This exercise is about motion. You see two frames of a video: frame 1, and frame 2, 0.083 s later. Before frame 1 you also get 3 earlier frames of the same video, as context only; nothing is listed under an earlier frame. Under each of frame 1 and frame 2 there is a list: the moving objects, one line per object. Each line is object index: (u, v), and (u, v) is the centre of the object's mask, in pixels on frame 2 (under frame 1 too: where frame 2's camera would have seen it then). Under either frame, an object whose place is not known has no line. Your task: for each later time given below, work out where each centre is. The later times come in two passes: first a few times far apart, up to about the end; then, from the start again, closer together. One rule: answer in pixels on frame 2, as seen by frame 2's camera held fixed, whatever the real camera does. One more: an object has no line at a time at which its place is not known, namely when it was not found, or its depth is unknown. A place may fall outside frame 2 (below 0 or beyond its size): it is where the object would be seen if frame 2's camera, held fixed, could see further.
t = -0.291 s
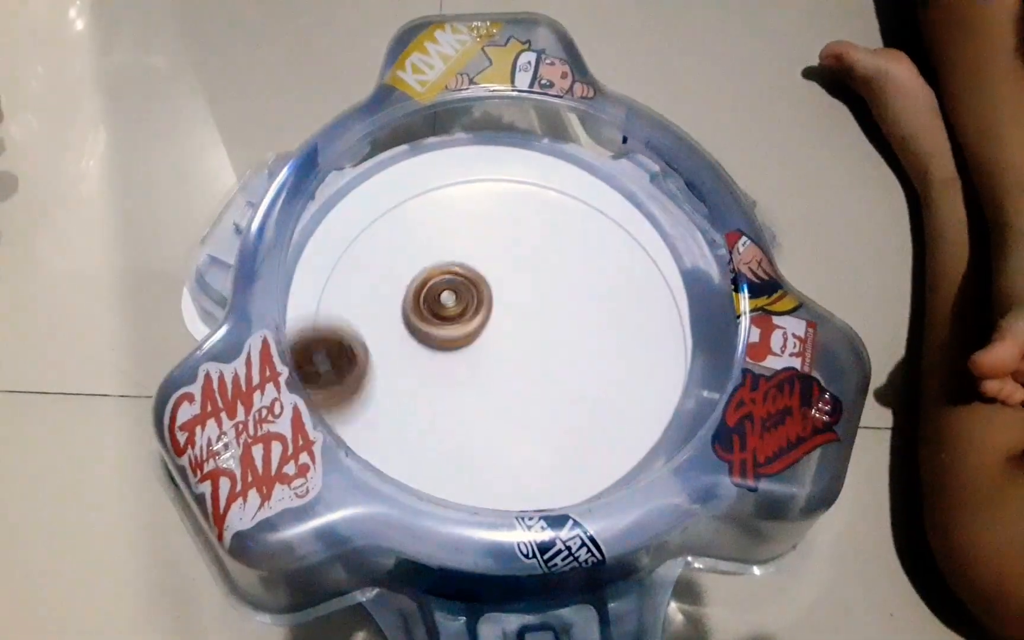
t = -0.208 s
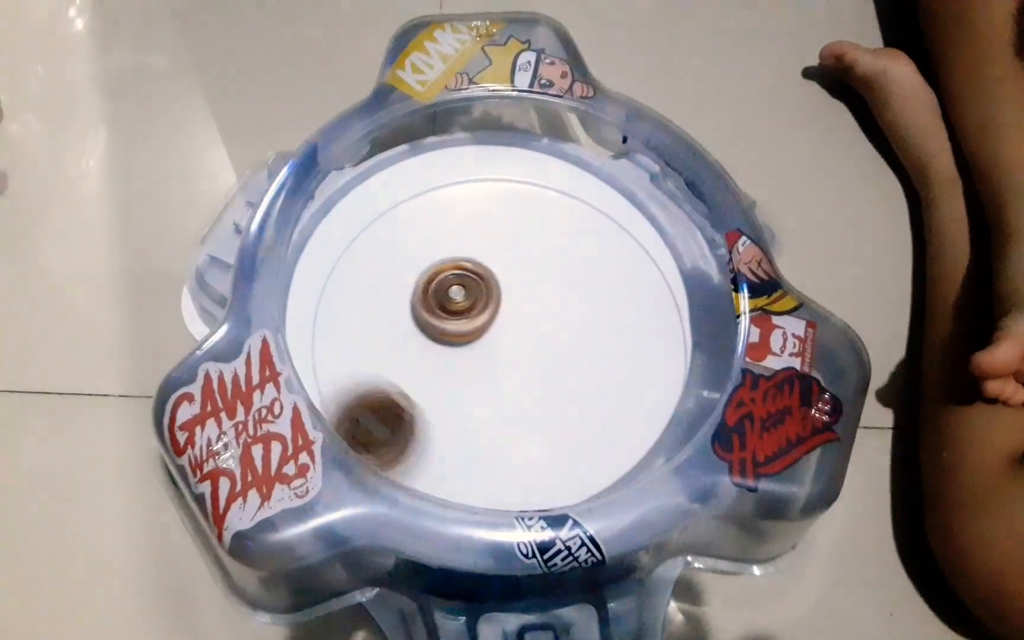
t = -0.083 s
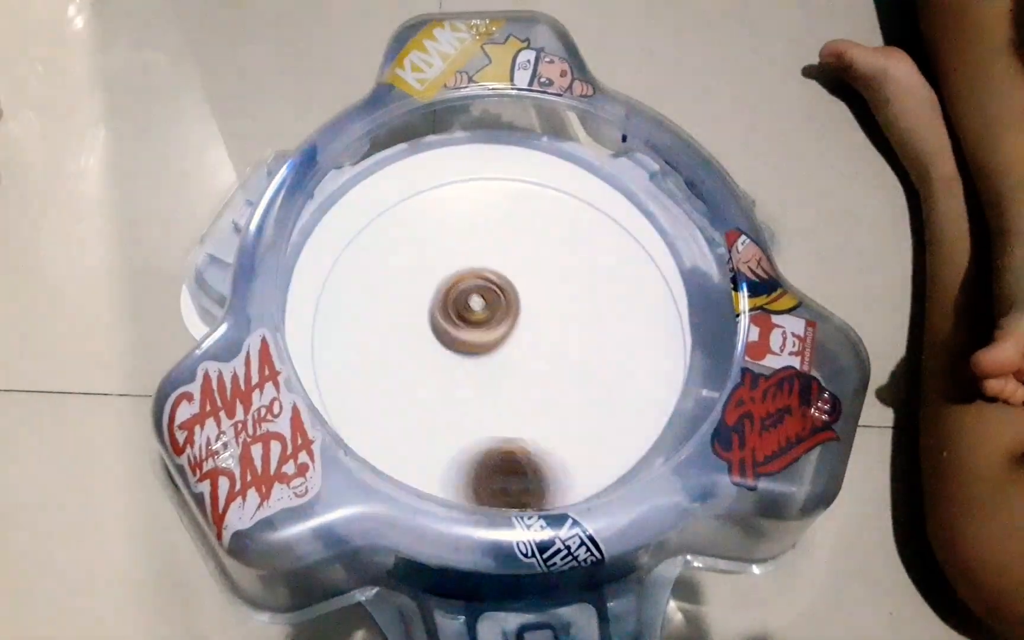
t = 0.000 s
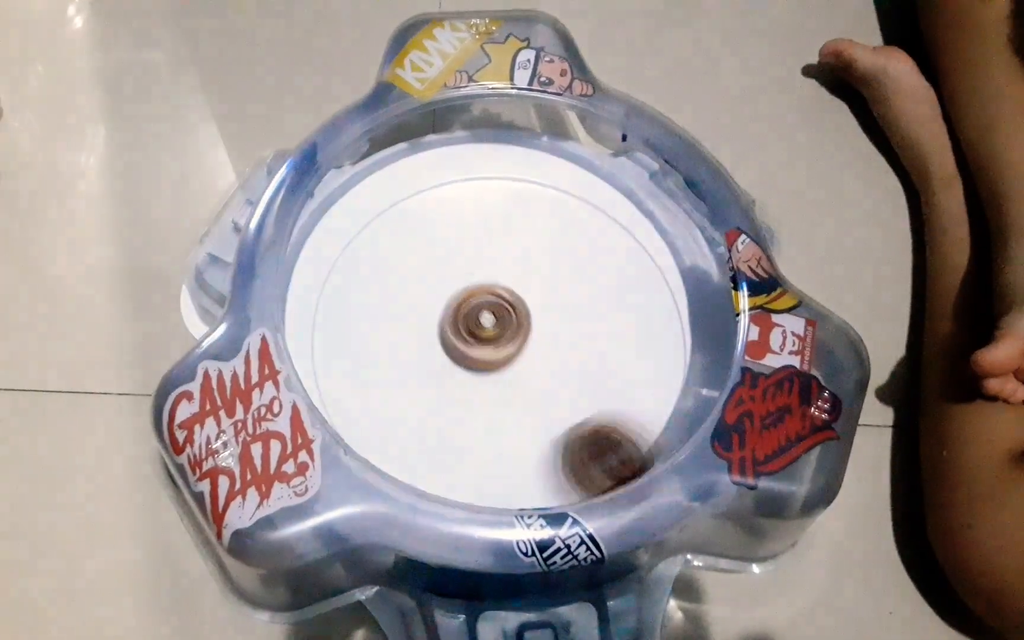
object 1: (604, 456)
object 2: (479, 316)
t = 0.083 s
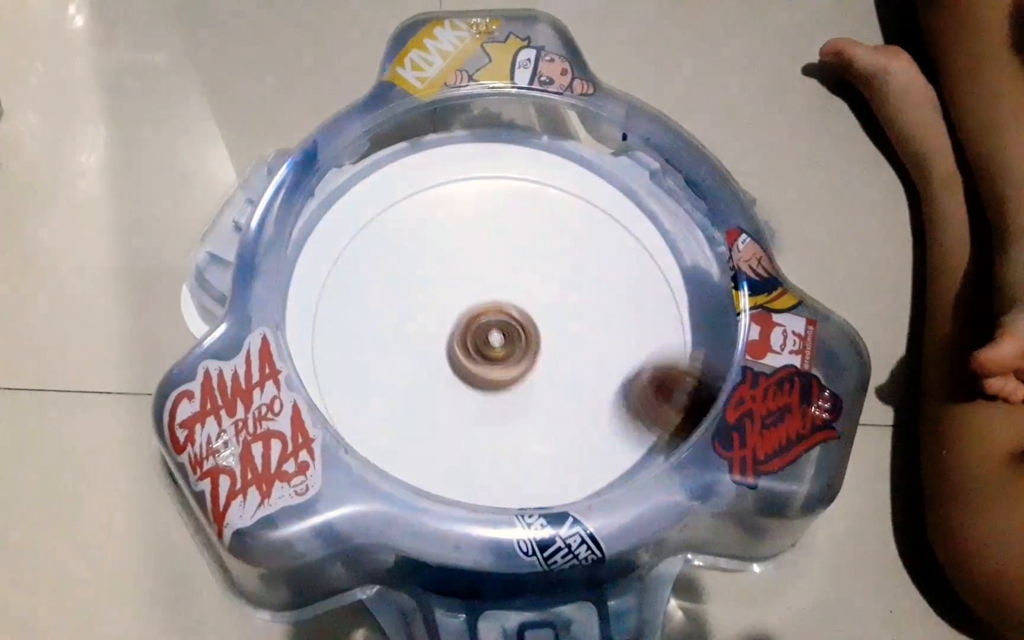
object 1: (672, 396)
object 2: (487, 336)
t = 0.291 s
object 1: (602, 203)
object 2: (494, 368)
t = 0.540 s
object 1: (337, 276)
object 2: (495, 350)
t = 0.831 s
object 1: (579, 477)
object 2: (471, 310)
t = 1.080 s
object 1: (635, 234)
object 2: (458, 311)
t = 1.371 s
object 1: (329, 286)
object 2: (482, 330)
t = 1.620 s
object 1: (524, 487)
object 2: (505, 318)
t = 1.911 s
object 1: (642, 243)
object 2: (487, 286)
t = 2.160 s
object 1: (378, 209)
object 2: (473, 299)
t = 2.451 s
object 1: (469, 482)
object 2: (501, 327)
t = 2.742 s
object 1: (674, 301)
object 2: (525, 291)
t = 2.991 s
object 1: (458, 172)
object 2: (491, 287)
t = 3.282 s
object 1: (375, 432)
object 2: (489, 344)
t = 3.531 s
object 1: (646, 432)
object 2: (545, 349)
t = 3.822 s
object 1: (574, 187)
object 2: (542, 304)
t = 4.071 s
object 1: (338, 265)
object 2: (489, 316)
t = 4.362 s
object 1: (508, 487)
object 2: (480, 371)
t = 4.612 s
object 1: (686, 340)
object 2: (519, 362)
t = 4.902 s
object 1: (473, 175)
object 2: (510, 310)
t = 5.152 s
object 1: (327, 353)
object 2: (456, 307)
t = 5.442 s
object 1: (586, 473)
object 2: (463, 342)
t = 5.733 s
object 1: (642, 244)
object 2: (508, 335)
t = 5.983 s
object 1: (424, 187)
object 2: (493, 294)
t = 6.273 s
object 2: (465, 304)
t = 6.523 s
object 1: (610, 459)
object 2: (490, 338)
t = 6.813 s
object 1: (628, 228)
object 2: (520, 313)
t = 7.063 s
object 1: (411, 193)
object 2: (494, 307)
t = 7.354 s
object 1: (372, 424)
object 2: (495, 334)
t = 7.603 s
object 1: (604, 457)
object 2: (505, 337)
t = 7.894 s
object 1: (640, 238)
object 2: (494, 324)
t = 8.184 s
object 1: (403, 204)
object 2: (492, 320)
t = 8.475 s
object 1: (382, 427)
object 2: (495, 320)
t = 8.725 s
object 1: (603, 462)
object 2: (493, 325)
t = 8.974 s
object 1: (663, 288)
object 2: (492, 331)
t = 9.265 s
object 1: (458, 195)
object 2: (492, 326)
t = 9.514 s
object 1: (337, 335)
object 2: (492, 320)
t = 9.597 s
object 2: (494, 320)
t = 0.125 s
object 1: (685, 360)
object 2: (490, 344)
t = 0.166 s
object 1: (683, 318)
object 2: (492, 352)
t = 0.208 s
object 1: (663, 274)
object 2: (492, 360)
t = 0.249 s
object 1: (640, 234)
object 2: (494, 364)
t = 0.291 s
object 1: (602, 203)
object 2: (494, 368)
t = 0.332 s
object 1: (556, 182)
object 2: (494, 371)
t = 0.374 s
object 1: (506, 169)
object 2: (495, 369)
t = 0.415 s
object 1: (455, 178)
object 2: (496, 366)
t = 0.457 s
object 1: (405, 196)
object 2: (496, 361)
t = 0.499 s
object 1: (363, 230)
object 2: (496, 356)
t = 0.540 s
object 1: (337, 276)
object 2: (495, 350)
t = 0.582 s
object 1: (324, 327)
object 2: (493, 343)
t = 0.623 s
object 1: (338, 380)
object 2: (490, 336)
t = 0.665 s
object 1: (369, 426)
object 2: (488, 329)
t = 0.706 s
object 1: (416, 463)
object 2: (484, 323)
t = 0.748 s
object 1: (470, 483)
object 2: (480, 318)
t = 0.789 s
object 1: (526, 488)
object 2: (476, 314)
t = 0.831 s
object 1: (579, 477)
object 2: (471, 310)
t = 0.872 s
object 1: (624, 452)
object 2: (467, 308)
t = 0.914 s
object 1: (661, 416)
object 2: (464, 307)
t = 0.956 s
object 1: (683, 370)
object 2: (461, 306)
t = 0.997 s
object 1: (685, 320)
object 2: (459, 307)
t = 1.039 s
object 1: (663, 274)
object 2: (458, 308)
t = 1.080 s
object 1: (635, 234)
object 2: (458, 311)
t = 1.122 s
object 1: (591, 201)
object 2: (459, 314)
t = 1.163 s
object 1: (544, 181)
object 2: (461, 317)
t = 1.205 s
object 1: (492, 175)
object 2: (463, 320)
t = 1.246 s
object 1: (440, 183)
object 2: (467, 324)
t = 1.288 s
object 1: (393, 204)
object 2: (472, 327)
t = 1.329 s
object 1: (353, 240)
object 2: (477, 329)
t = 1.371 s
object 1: (329, 286)
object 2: (482, 330)
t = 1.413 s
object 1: (323, 338)
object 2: (487, 331)
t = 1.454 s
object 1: (340, 389)
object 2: (493, 331)
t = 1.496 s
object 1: (371, 431)
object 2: (497, 329)
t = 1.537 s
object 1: (421, 466)
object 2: (502, 326)
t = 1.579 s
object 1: (470, 483)
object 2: (504, 323)
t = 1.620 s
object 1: (524, 487)
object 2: (505, 318)
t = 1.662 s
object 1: (576, 477)
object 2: (505, 313)
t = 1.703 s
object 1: (622, 453)
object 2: (504, 307)
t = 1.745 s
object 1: (657, 418)
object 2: (502, 302)
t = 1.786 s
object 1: (678, 380)
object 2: (498, 297)
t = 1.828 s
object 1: (680, 331)
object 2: (495, 292)
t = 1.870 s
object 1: (668, 285)
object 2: (491, 289)
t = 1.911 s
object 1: (642, 243)
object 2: (487, 286)
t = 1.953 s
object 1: (607, 212)
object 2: (484, 285)
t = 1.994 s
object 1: (564, 188)
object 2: (481, 285)
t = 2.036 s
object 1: (519, 173)
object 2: (478, 287)
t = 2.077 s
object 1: (468, 174)
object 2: (475, 290)
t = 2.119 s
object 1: (421, 186)
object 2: (472, 295)
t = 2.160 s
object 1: (378, 209)
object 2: (473, 299)
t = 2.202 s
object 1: (342, 247)
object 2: (474, 304)
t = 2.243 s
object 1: (324, 294)
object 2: (476, 310)
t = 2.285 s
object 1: (324, 344)
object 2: (480, 314)
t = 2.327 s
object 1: (340, 389)
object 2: (484, 320)
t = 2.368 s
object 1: (373, 432)
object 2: (490, 324)
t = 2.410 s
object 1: (421, 466)
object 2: (495, 327)
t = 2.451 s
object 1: (469, 482)
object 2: (501, 327)
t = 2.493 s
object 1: (521, 486)
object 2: (508, 326)
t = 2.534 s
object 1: (571, 478)
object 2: (514, 322)
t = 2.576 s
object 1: (614, 456)
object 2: (520, 317)
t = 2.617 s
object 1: (649, 426)
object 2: (524, 312)
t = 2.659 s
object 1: (673, 387)
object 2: (526, 305)
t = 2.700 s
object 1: (684, 346)
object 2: (526, 298)
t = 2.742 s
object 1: (674, 301)
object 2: (525, 291)
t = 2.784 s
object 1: (657, 263)
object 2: (522, 286)
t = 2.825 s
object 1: (629, 226)
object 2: (517, 283)
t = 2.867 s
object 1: (592, 197)
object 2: (511, 282)
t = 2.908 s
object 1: (550, 180)
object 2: (503, 282)
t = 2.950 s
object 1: (505, 170)
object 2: (497, 283)
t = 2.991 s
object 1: (458, 172)
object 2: (491, 287)
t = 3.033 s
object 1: (413, 188)
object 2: (484, 294)
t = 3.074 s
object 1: (371, 215)
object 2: (480, 300)
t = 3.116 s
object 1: (342, 252)
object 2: (476, 309)
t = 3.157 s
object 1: (325, 298)
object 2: (475, 319)
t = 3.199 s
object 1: (326, 348)
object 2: (478, 328)
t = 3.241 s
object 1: (345, 392)
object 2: (482, 337)
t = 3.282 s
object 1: (375, 432)
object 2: (489, 344)
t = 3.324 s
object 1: (417, 463)
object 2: (497, 351)
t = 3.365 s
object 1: (465, 480)
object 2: (507, 355)
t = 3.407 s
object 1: (516, 486)
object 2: (517, 357)
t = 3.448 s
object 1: (564, 481)
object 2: (528, 357)
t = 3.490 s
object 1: (608, 462)
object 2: (537, 353)
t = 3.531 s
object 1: (646, 432)
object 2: (545, 349)
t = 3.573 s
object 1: (668, 402)
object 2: (552, 343)
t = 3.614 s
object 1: (684, 359)
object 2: (556, 336)
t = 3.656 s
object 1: (686, 319)
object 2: (557, 329)
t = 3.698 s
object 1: (669, 279)
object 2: (558, 322)
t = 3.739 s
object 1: (645, 242)
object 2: (554, 315)
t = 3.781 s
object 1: (613, 210)
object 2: (549, 309)
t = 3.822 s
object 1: (574, 187)
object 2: (542, 304)
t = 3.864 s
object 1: (531, 176)
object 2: (534, 302)
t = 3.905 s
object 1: (486, 172)
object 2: (527, 301)
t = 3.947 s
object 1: (441, 180)
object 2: (517, 302)
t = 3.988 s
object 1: (400, 199)
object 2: (507, 305)
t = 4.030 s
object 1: (365, 228)
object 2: (498, 310)
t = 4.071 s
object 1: (338, 265)
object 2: (489, 316)
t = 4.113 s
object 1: (325, 308)
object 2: (482, 323)
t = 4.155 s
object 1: (328, 354)
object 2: (476, 331)
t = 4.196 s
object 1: (346, 394)
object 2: (473, 339)
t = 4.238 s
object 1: (375, 432)
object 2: (473, 348)
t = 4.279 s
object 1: (417, 461)
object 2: (474, 356)
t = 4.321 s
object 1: (460, 479)
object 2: (476, 365)
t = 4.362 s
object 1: (508, 487)
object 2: (480, 371)
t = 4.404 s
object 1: (553, 485)
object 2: (486, 376)
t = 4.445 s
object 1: (595, 470)
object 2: (492, 379)
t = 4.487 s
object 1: (630, 446)
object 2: (498, 378)
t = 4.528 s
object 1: (660, 414)
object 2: (507, 375)
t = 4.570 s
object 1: (680, 377)
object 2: (514, 370)
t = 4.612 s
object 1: (686, 340)
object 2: (519, 362)
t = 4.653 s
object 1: (678, 300)
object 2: (523, 353)
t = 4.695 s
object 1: (656, 262)
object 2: (523, 345)
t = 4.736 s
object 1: (629, 228)
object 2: (522, 336)
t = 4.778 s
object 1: (595, 203)
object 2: (522, 327)
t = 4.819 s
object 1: (558, 183)
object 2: (520, 320)
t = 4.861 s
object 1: (516, 174)
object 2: (516, 315)
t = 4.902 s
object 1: (473, 175)
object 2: (510, 310)
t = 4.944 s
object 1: (431, 184)
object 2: (501, 305)
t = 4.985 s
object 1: (392, 204)
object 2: (492, 303)
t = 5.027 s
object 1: (358, 228)
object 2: (482, 302)
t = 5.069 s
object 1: (333, 265)
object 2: (471, 303)
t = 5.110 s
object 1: (324, 308)
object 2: (462, 305)
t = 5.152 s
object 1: (327, 353)
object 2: (456, 307)
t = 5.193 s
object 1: (344, 391)
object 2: (450, 311)
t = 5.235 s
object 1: (372, 428)
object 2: (447, 316)
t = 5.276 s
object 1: (408, 457)
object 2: (447, 320)
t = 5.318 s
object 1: (452, 478)
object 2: (447, 326)
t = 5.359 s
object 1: (494, 485)
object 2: (450, 332)
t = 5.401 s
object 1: (542, 484)
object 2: (456, 337)
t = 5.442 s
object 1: (586, 473)
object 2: (463, 342)
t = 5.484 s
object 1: (622, 451)
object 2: (471, 346)
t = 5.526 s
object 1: (654, 421)
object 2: (480, 348)
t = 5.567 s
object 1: (672, 389)
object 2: (487, 350)
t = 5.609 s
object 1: (682, 352)
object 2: (494, 349)
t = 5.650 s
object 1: (678, 312)
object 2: (499, 347)
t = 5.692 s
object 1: (664, 277)
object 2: (504, 342)
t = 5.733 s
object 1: (642, 244)
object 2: (508, 335)
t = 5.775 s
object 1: (614, 215)
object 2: (510, 326)
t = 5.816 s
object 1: (580, 192)
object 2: (510, 319)
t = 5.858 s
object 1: (544, 178)
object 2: (507, 311)
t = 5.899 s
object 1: (505, 172)
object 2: (503, 304)
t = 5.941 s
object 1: (463, 177)
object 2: (498, 298)
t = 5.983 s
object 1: (424, 187)
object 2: (493, 294)
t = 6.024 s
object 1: (386, 205)
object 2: (486, 291)
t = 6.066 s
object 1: (353, 232)
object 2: (481, 289)
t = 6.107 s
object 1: (333, 268)
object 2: (476, 289)
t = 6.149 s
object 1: (324, 307)
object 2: (472, 291)
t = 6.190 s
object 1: (327, 349)
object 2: (469, 294)
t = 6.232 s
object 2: (467, 299)
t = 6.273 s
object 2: (465, 304)
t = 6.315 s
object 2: (466, 310)
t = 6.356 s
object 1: (445, 474)
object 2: (468, 316)
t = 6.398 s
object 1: (489, 484)
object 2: (472, 323)
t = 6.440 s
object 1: (531, 485)
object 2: (477, 329)
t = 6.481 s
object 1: (574, 475)
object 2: (483, 334)
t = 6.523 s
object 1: (610, 459)
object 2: (490, 338)
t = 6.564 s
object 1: (641, 432)
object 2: (498, 339)
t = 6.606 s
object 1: (662, 405)
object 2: (505, 337)
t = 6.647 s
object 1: (676, 371)
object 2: (512, 334)
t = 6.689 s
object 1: (677, 331)
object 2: (517, 329)
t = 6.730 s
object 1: (670, 296)
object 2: (520, 324)
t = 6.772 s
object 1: (650, 259)
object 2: (521, 318)
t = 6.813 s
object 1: (628, 228)
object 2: (520, 313)
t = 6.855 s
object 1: (599, 201)
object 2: (518, 308)
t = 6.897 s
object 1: (565, 183)
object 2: (514, 305)
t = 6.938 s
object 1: (527, 174)
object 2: (509, 304)
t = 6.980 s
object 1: (489, 173)
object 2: (503, 304)
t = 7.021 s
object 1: (449, 180)
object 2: (499, 304)
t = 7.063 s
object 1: (411, 193)
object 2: (494, 307)
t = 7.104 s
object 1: (376, 212)
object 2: (491, 309)
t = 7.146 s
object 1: (351, 242)
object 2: (489, 312)
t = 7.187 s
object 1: (335, 277)
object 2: (487, 315)
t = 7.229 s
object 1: (328, 318)
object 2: (487, 320)
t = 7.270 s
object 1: (333, 359)
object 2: (488, 324)
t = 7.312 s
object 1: (348, 392)
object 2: (491, 329)
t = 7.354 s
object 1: (372, 424)
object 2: (495, 334)
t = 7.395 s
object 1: (404, 450)
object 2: (498, 337)
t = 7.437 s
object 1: (444, 469)
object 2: (501, 339)
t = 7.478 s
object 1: (483, 478)
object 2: (504, 339)
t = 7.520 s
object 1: (526, 481)
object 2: (505, 339)
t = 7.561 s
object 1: (566, 474)
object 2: (505, 338)
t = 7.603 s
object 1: (604, 457)
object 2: (505, 337)
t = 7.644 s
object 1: (634, 434)
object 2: (504, 336)
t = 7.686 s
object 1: (658, 404)
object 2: (503, 333)
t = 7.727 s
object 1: (672, 372)
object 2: (502, 331)
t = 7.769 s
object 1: (678, 335)
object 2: (500, 329)
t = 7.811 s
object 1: (674, 300)
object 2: (497, 328)
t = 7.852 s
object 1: (661, 267)
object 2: (495, 325)
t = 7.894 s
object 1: (640, 238)
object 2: (494, 324)
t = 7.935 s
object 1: (611, 214)
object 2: (493, 323)
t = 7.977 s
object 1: (580, 196)
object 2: (492, 321)
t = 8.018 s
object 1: (545, 183)
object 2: (493, 320)
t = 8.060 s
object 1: (510, 175)
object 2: (492, 320)
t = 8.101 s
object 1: (472, 179)
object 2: (492, 320)
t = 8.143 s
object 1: (436, 188)
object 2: (492, 320)
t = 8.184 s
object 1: (403, 204)
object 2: (492, 320)
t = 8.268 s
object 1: (352, 255)
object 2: (492, 319)
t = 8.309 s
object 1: (339, 290)
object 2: (492, 319)
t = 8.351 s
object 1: (334, 325)
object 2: (491, 319)
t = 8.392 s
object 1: (341, 361)
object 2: (492, 319)
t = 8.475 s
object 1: (382, 427)
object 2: (495, 320)
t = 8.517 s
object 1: (415, 453)
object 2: (495, 320)
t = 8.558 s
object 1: (452, 471)
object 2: (495, 321)
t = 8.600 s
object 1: (491, 480)
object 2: (494, 322)
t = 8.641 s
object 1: (530, 483)
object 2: (494, 323)
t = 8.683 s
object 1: (567, 476)
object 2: (493, 324)
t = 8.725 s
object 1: (603, 462)
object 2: (493, 325)
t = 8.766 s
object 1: (631, 441)
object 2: (493, 327)
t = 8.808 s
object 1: (654, 416)
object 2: (492, 328)
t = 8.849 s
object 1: (670, 389)
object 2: (492, 329)
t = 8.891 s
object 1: (682, 354)
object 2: (492, 330)
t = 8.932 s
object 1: (679, 319)
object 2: (492, 331)
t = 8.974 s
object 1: (663, 288)
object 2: (492, 331)
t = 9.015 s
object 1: (642, 259)
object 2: (492, 331)
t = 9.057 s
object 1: (617, 233)
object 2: (491, 331)
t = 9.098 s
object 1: (590, 214)
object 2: (491, 330)
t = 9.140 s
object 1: (558, 199)
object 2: (492, 328)
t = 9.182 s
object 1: (525, 192)
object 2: (492, 327)
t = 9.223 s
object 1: (491, 190)
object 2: (492, 327)
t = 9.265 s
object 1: (458, 195)
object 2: (492, 326)
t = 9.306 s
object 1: (426, 205)
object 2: (492, 325)
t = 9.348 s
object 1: (396, 223)
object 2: (493, 324)
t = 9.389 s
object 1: (371, 245)
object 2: (493, 322)
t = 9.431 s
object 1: (352, 272)
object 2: (493, 321)
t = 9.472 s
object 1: (340, 302)
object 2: (492, 320)
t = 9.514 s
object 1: (337, 335)
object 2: (492, 320)
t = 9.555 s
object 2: (492, 320)
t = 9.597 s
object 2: (494, 320)
